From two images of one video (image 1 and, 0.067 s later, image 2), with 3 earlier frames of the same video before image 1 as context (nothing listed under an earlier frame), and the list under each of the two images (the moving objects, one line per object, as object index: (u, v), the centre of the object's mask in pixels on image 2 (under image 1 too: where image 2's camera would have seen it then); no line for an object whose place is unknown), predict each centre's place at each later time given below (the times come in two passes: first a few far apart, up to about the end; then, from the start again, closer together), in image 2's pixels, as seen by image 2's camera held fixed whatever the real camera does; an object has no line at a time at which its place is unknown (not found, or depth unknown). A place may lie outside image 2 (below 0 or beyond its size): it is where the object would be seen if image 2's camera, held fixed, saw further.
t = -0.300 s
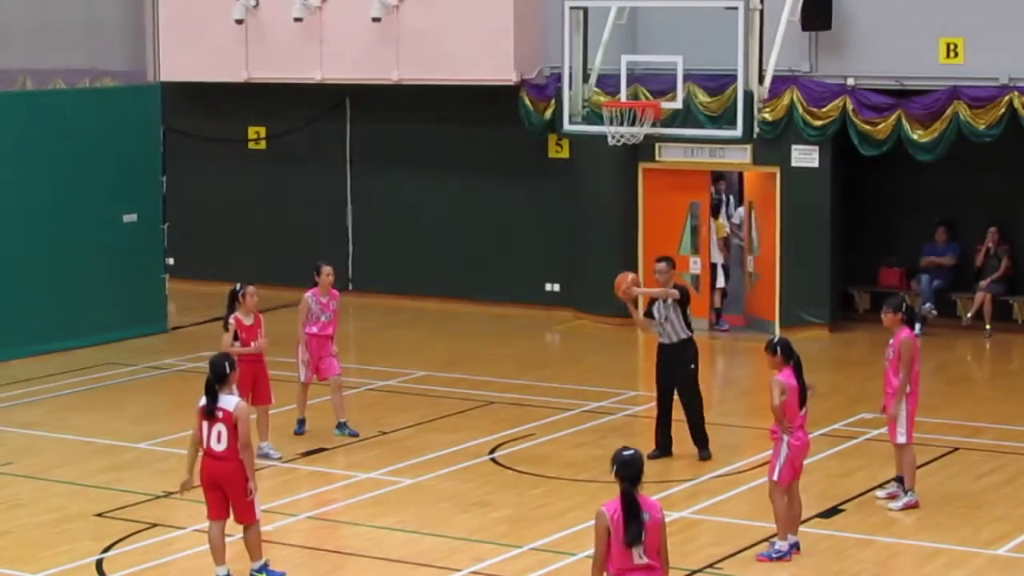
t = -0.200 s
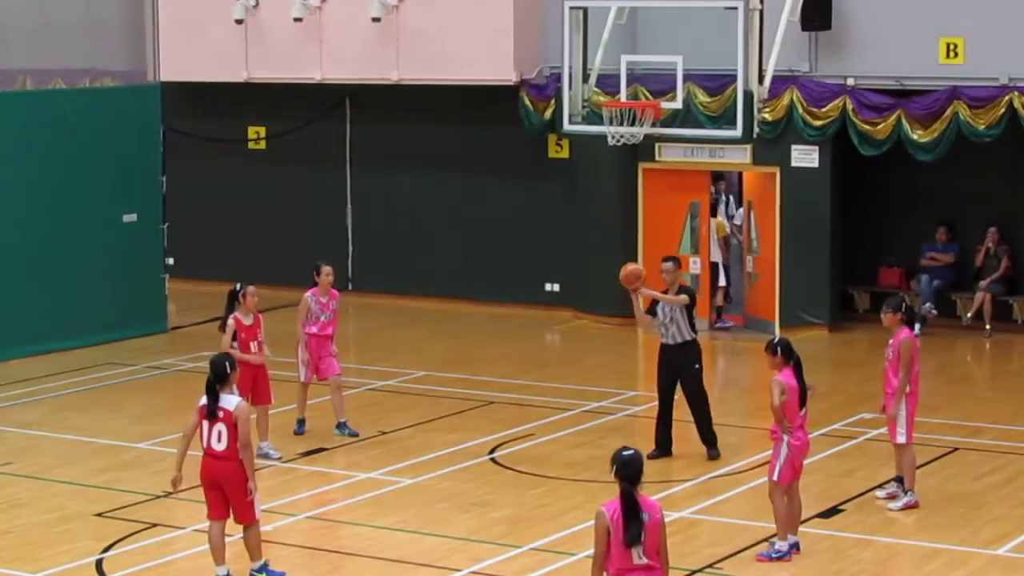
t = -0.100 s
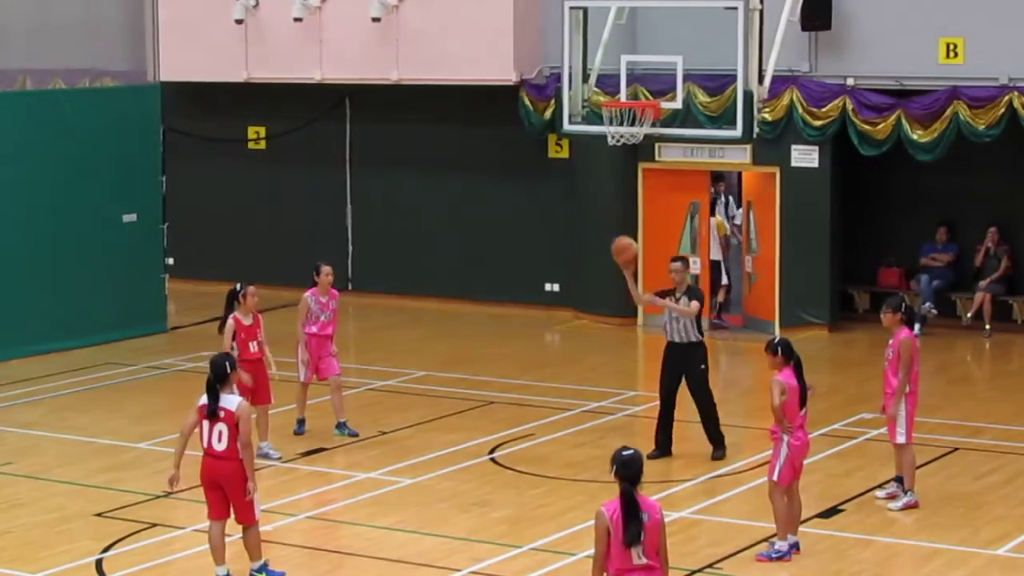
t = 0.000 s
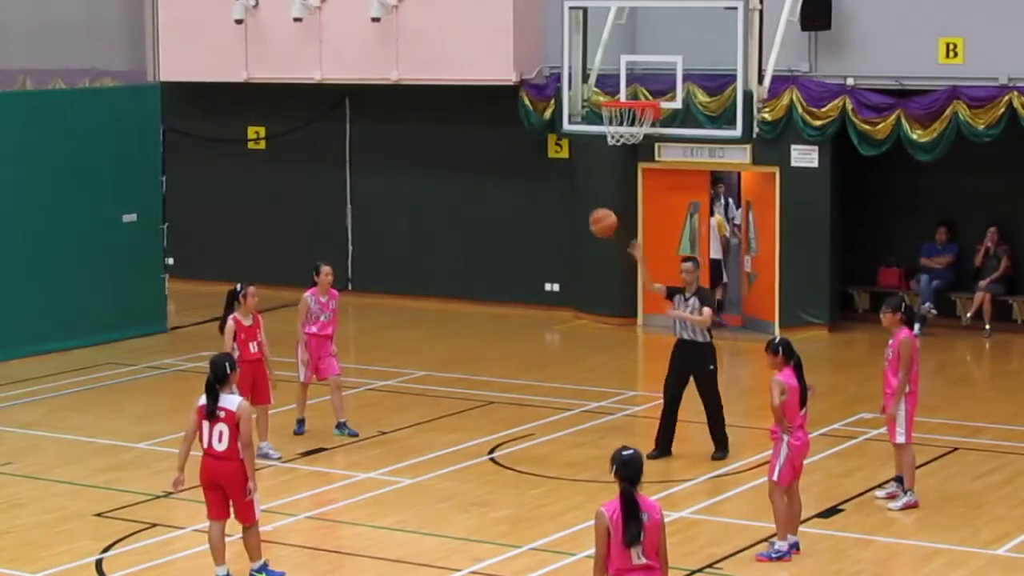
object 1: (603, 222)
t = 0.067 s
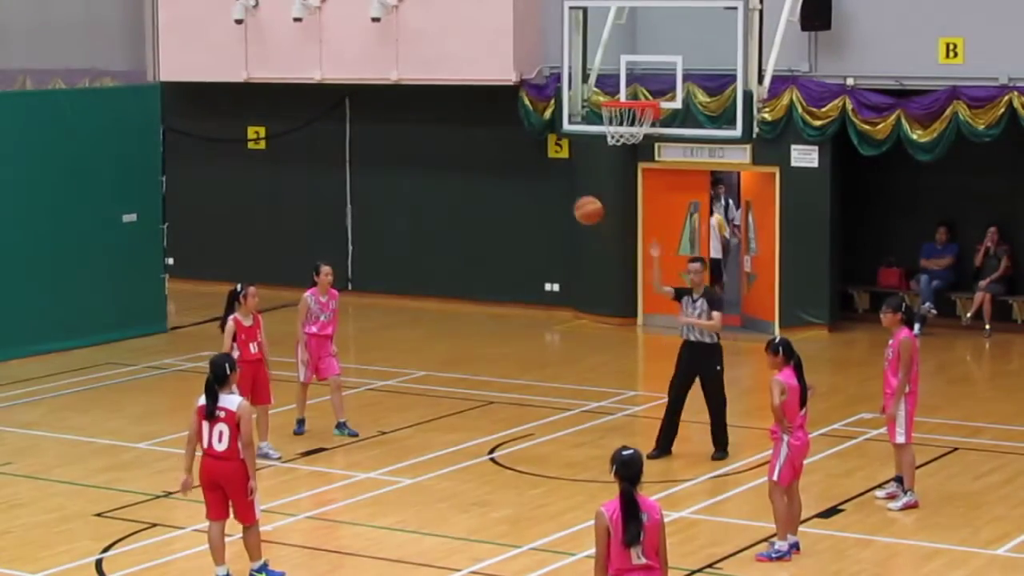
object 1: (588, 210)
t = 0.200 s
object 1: (558, 200)
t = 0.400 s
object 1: (510, 225)
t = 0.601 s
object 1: (462, 298)
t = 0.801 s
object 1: (411, 427)
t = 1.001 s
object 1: (368, 493)
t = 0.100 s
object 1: (581, 206)
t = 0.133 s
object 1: (573, 203)
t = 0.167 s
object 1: (565, 201)
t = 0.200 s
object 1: (558, 200)
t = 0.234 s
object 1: (550, 201)
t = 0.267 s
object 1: (542, 204)
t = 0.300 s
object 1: (534, 206)
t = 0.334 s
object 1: (526, 211)
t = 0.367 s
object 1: (518, 218)
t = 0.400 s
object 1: (510, 225)
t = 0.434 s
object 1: (502, 234)
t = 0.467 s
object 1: (494, 244)
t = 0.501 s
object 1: (486, 257)
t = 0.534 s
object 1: (477, 270)
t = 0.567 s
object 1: (470, 284)
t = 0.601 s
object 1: (462, 298)
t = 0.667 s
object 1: (445, 336)
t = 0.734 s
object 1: (426, 384)
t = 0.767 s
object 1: (418, 408)
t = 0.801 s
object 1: (411, 427)
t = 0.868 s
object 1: (393, 493)
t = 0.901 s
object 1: (385, 524)
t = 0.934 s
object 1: (378, 532)
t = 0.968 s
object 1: (374, 512)
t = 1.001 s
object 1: (368, 493)
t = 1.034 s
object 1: (363, 475)
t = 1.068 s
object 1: (358, 459)
